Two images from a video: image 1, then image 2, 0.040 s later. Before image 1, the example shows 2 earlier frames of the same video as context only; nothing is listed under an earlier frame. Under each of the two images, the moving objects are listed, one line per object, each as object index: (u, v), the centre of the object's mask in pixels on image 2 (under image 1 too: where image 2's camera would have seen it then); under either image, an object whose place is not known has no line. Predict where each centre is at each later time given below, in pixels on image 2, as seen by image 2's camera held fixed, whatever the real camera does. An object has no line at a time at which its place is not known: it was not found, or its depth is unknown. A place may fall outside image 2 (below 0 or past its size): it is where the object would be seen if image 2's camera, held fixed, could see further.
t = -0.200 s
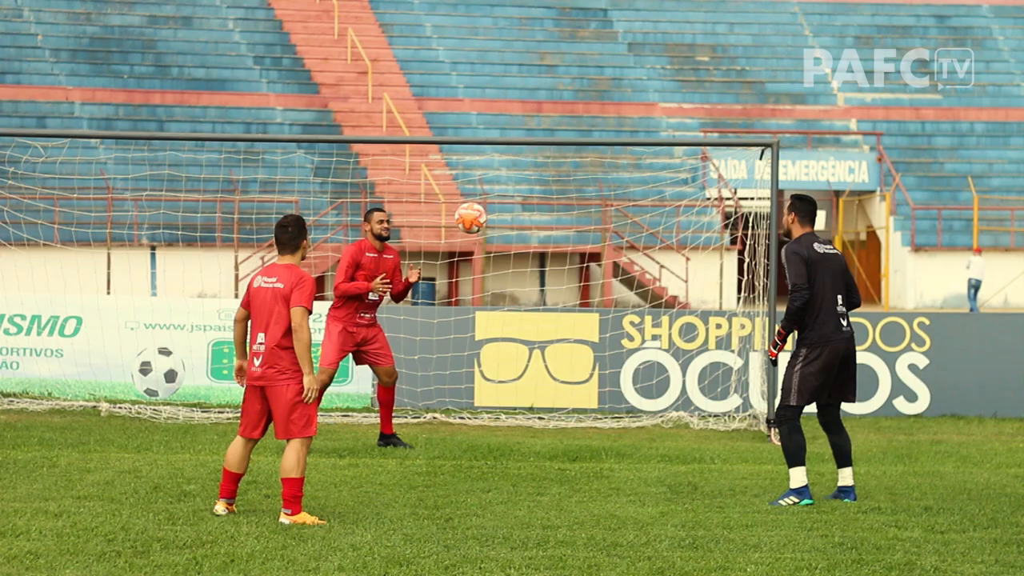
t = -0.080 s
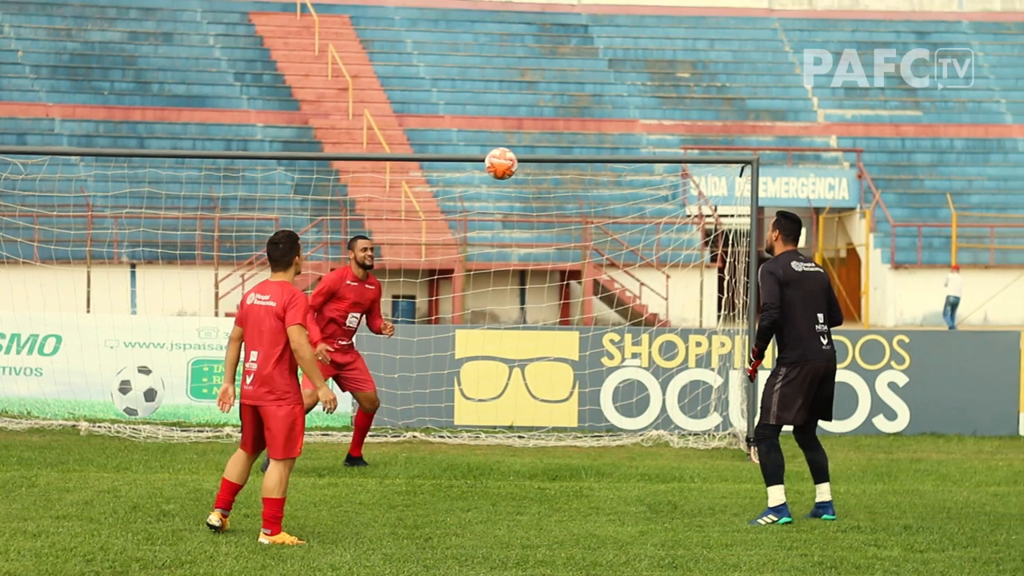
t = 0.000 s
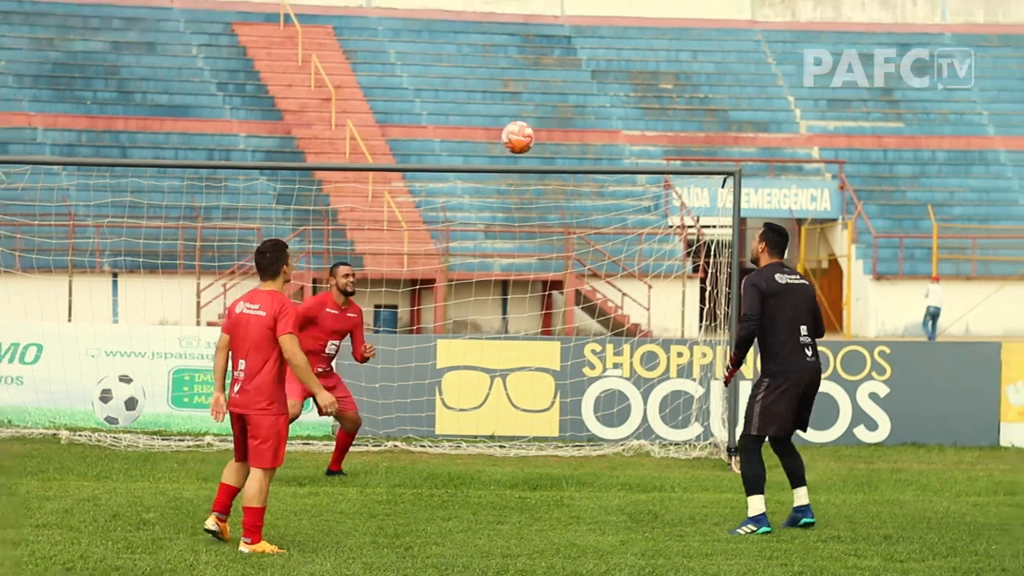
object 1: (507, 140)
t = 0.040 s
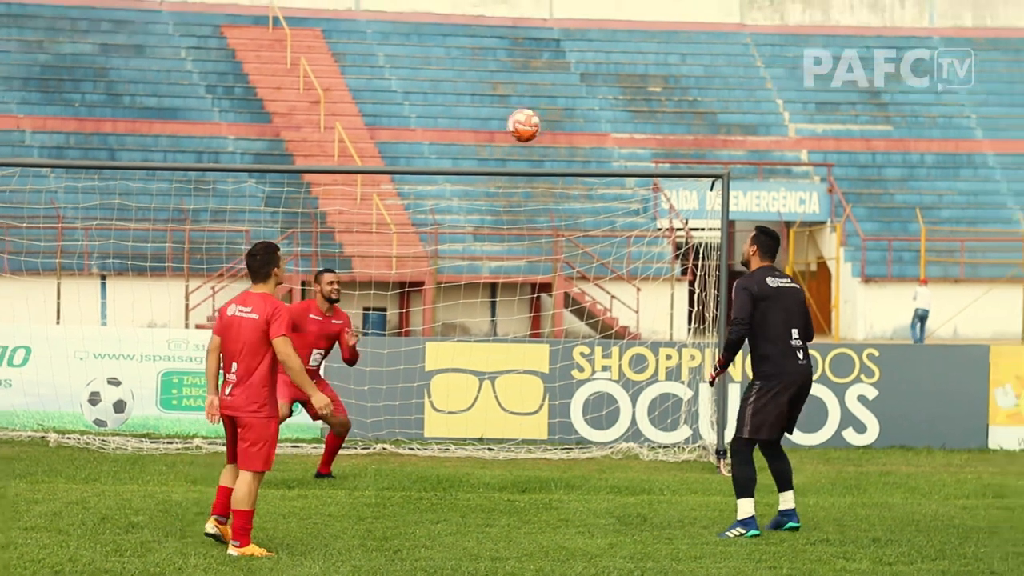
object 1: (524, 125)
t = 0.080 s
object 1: (540, 113)
